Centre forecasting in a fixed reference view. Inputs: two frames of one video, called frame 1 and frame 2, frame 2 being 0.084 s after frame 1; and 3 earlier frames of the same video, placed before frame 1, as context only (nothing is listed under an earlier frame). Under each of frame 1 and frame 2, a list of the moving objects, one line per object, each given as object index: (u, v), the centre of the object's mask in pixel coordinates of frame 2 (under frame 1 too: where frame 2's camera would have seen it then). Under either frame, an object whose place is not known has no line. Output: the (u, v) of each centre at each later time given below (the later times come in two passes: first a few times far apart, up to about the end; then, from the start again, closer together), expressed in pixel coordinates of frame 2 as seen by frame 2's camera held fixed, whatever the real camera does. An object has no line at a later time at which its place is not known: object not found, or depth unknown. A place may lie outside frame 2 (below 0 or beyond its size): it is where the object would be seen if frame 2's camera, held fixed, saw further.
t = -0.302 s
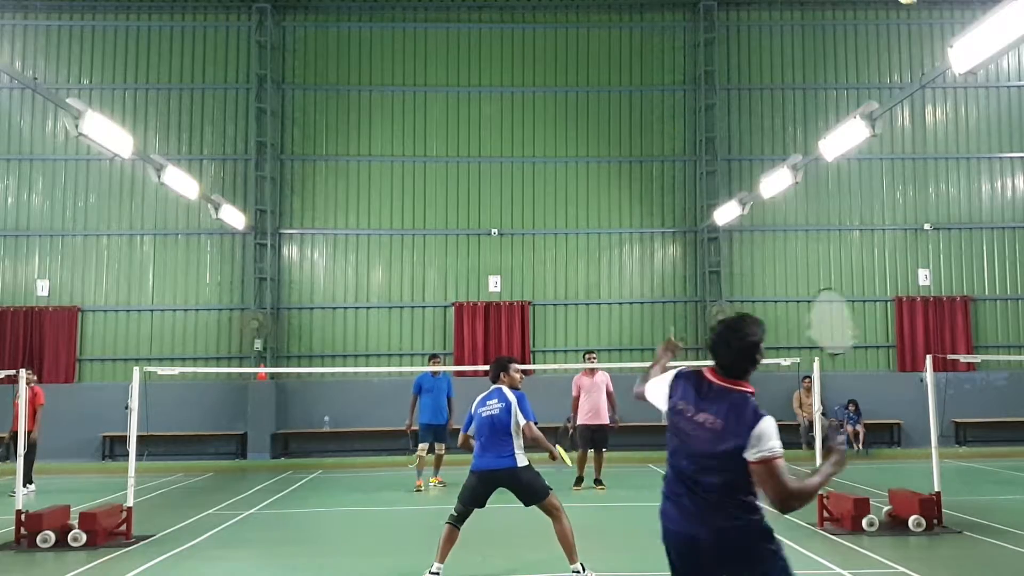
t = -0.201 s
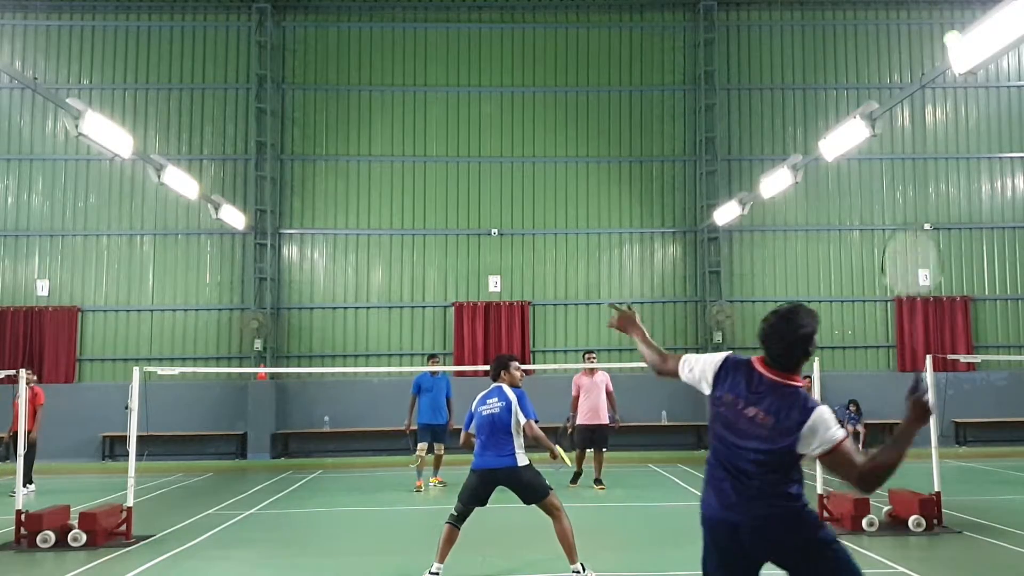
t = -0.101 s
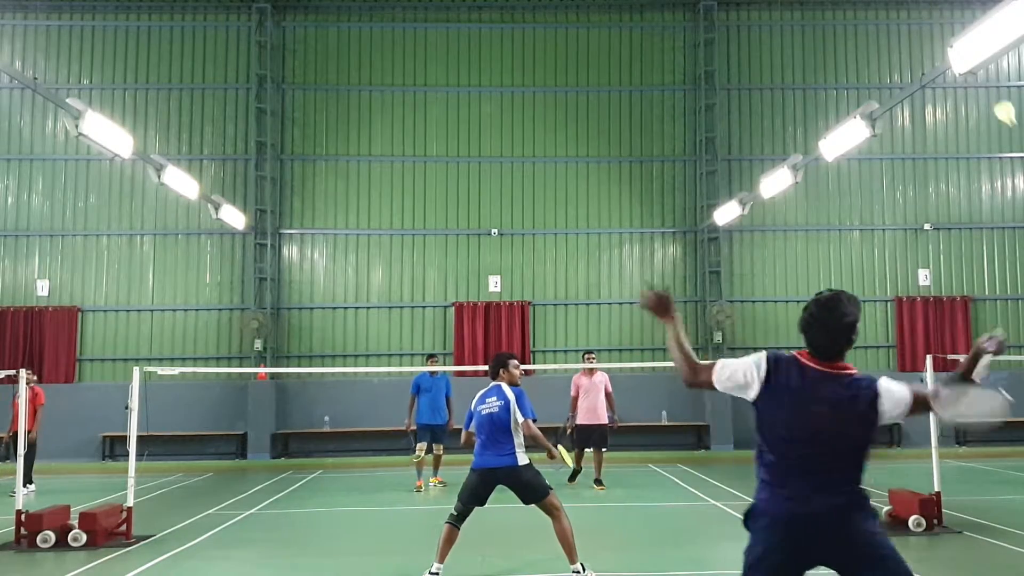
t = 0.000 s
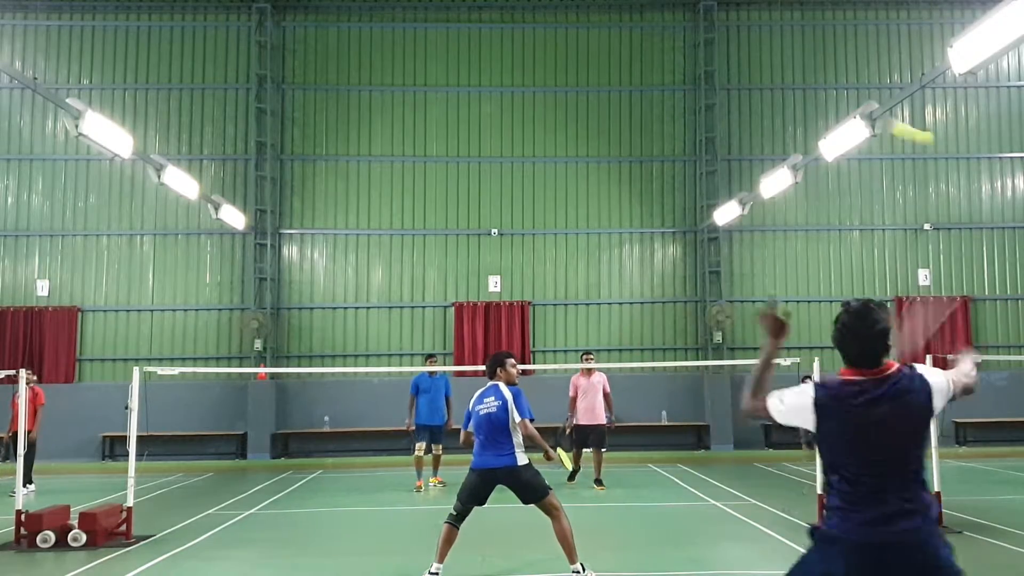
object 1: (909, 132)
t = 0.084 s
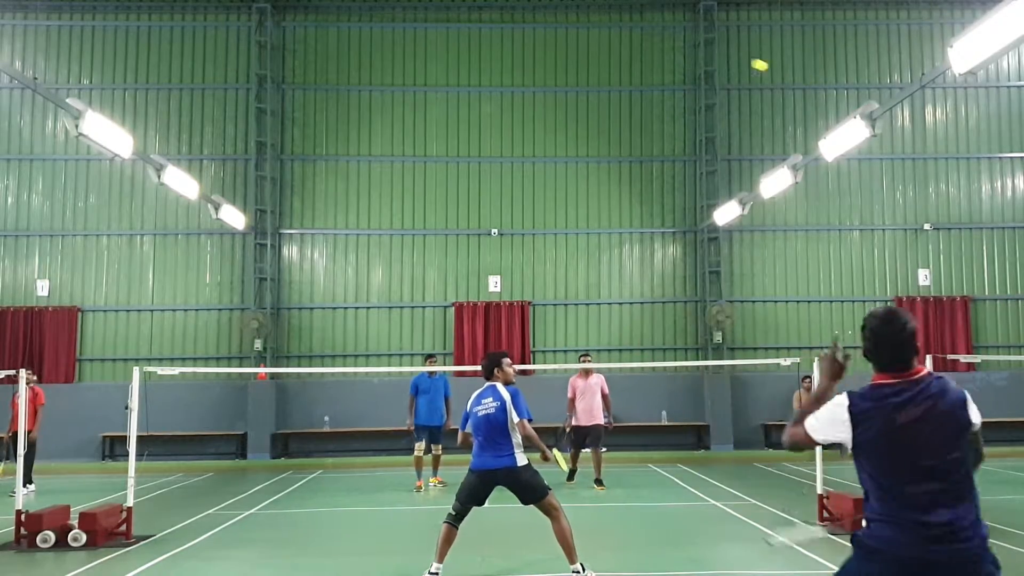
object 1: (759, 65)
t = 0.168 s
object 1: (705, 48)
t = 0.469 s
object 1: (638, 64)
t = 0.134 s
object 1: (723, 52)
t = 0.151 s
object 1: (713, 50)
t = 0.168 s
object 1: (705, 48)
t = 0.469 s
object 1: (638, 64)
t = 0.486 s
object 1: (636, 66)
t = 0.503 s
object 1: (634, 68)
